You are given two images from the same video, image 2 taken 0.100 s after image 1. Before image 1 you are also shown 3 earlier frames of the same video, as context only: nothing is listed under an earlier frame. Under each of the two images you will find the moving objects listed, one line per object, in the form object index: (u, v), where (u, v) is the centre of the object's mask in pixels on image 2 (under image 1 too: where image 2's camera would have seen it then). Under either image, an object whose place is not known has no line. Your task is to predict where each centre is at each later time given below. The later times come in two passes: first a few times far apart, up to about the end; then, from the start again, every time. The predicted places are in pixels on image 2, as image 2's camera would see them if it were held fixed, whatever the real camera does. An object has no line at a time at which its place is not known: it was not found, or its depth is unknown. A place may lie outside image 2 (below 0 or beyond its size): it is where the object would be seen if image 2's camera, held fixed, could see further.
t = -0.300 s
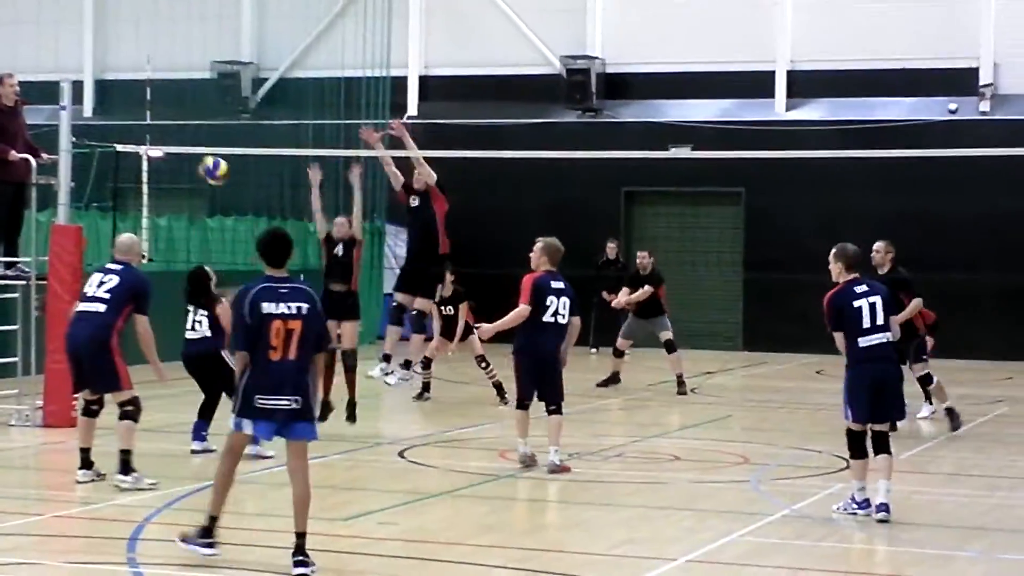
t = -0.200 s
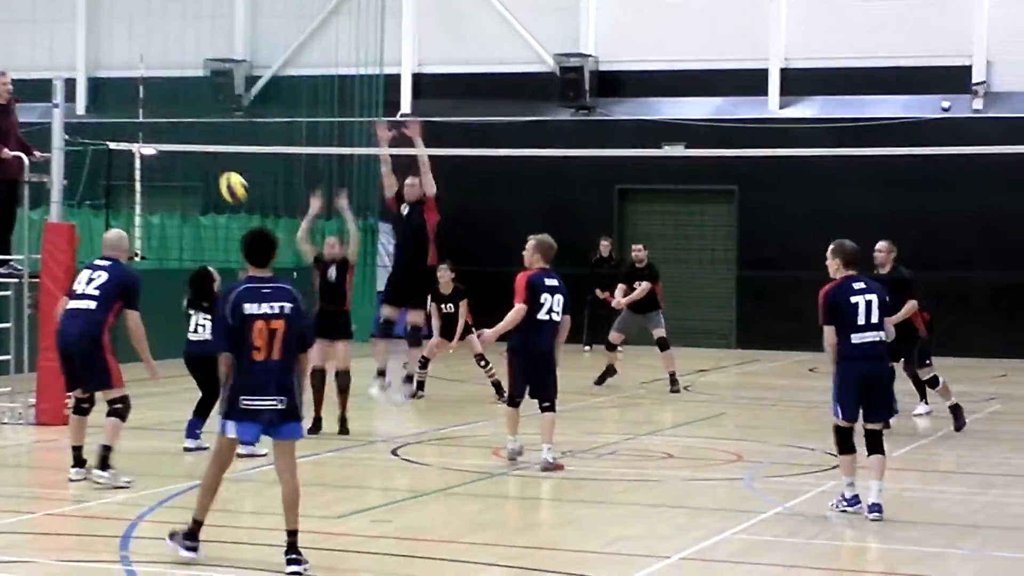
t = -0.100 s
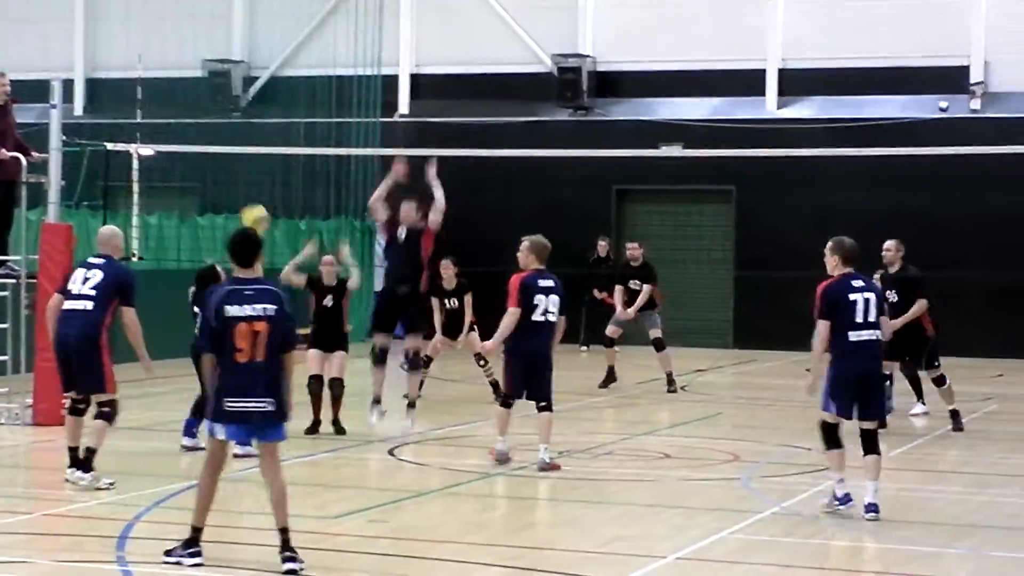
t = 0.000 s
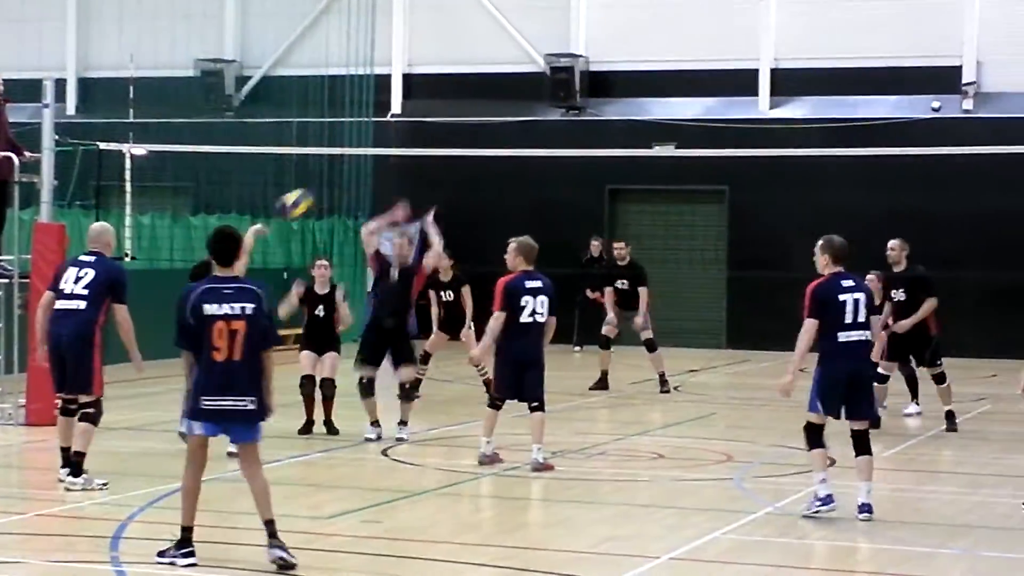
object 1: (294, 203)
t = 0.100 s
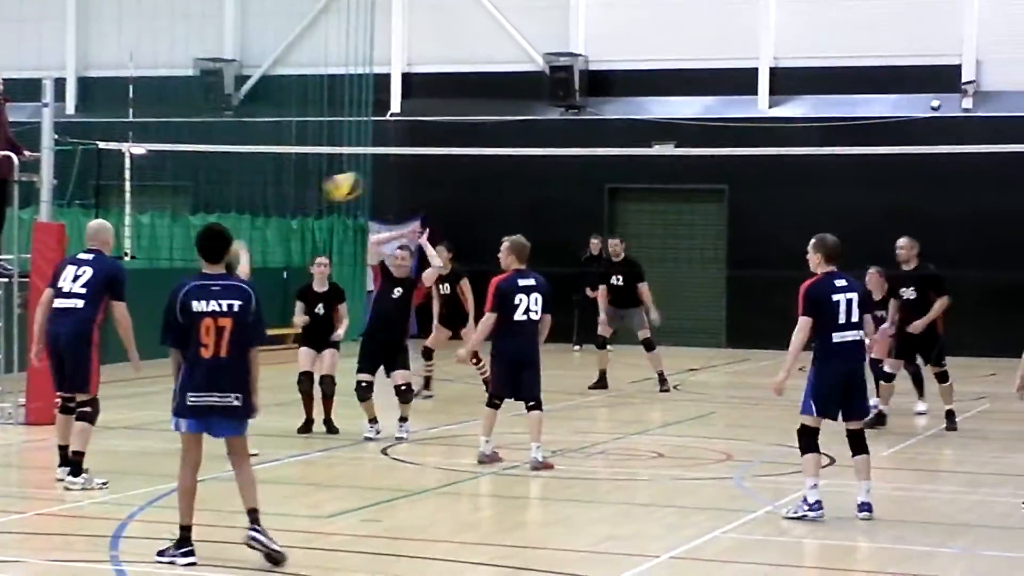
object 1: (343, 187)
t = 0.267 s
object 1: (424, 185)
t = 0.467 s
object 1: (502, 220)
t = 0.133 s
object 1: (359, 183)
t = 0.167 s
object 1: (376, 182)
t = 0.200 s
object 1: (392, 181)
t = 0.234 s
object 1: (410, 182)
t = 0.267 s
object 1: (424, 185)
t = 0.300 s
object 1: (439, 189)
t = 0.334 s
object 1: (454, 194)
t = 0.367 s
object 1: (468, 199)
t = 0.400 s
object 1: (483, 206)
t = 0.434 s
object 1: (494, 213)
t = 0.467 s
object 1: (502, 220)
